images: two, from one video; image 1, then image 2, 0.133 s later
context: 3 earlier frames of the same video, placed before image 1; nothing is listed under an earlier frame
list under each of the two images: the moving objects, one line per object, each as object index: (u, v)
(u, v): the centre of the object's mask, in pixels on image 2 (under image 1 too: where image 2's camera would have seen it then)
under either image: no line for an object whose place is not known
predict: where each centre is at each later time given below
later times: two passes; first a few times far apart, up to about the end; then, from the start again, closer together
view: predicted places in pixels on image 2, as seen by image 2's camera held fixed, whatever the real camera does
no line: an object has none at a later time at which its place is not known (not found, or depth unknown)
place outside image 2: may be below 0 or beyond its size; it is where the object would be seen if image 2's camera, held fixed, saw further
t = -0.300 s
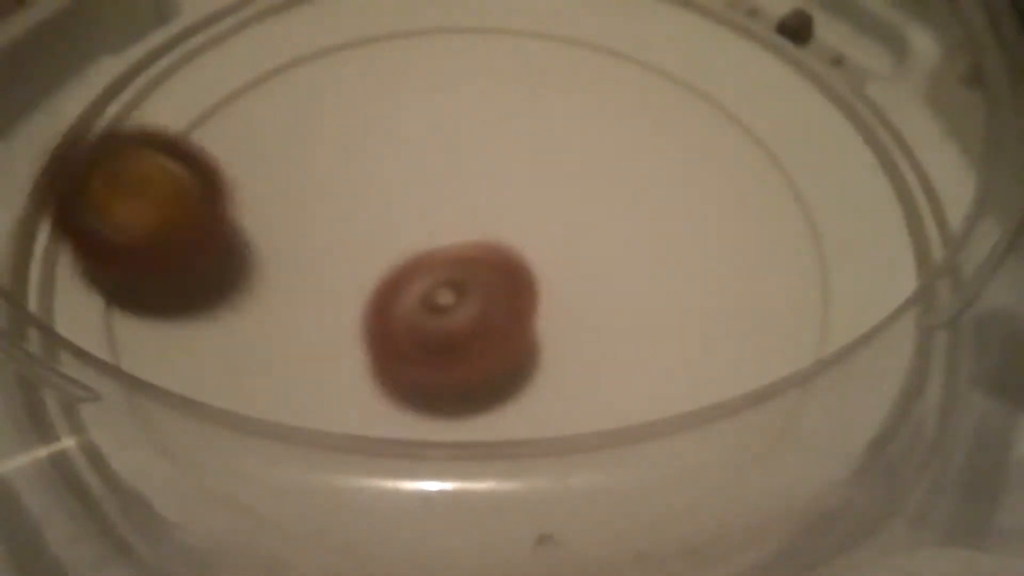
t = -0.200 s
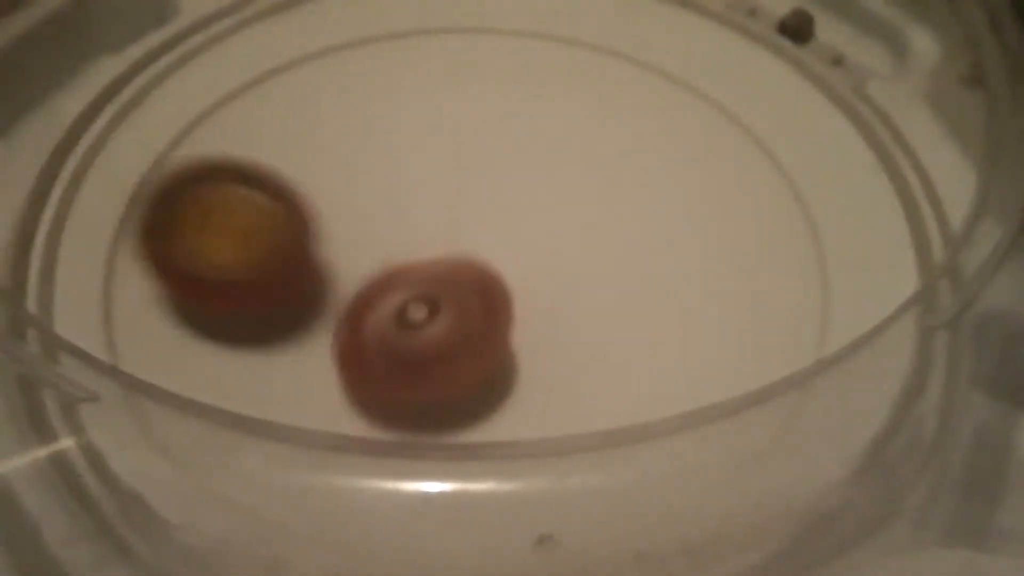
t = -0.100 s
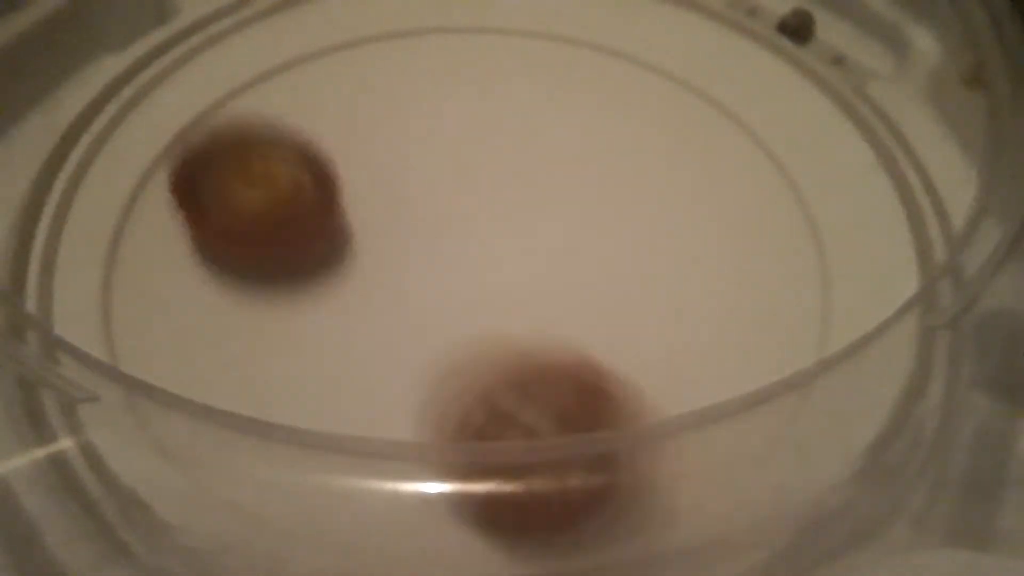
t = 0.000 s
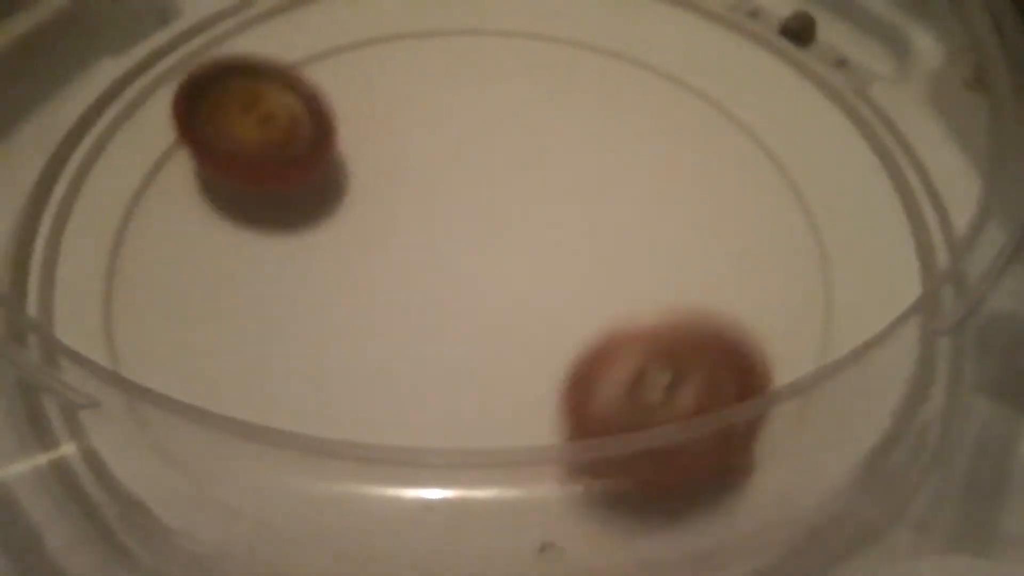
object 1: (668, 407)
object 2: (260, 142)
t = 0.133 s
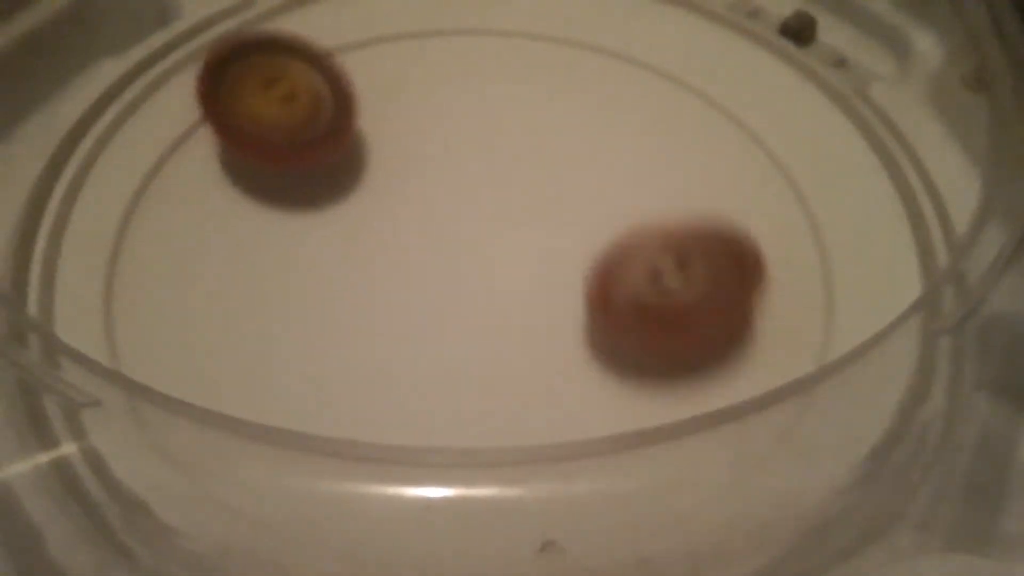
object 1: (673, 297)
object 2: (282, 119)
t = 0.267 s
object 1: (589, 226)
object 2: (323, 111)
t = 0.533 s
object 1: (322, 477)
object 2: (405, 57)
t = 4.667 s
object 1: (474, 478)
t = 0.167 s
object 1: (661, 271)
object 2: (291, 117)
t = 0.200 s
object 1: (643, 252)
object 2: (301, 115)
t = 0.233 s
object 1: (619, 236)
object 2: (312, 113)
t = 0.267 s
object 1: (589, 226)
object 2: (323, 111)
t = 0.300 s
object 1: (555, 222)
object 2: (335, 110)
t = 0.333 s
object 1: (519, 223)
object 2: (347, 110)
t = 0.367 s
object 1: (480, 228)
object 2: (359, 110)
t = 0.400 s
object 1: (441, 240)
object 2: (371, 106)
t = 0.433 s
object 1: (408, 288)
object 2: (381, 82)
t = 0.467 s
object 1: (372, 351)
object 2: (388, 64)
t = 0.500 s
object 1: (343, 412)
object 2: (396, 54)
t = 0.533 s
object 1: (322, 477)
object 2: (405, 57)
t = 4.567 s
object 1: (467, 497)
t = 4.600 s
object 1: (470, 490)
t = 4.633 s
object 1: (473, 485)
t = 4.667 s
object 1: (474, 478)
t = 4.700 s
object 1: (476, 468)
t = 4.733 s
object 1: (477, 451)
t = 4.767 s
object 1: (479, 430)
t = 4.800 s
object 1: (478, 404)
